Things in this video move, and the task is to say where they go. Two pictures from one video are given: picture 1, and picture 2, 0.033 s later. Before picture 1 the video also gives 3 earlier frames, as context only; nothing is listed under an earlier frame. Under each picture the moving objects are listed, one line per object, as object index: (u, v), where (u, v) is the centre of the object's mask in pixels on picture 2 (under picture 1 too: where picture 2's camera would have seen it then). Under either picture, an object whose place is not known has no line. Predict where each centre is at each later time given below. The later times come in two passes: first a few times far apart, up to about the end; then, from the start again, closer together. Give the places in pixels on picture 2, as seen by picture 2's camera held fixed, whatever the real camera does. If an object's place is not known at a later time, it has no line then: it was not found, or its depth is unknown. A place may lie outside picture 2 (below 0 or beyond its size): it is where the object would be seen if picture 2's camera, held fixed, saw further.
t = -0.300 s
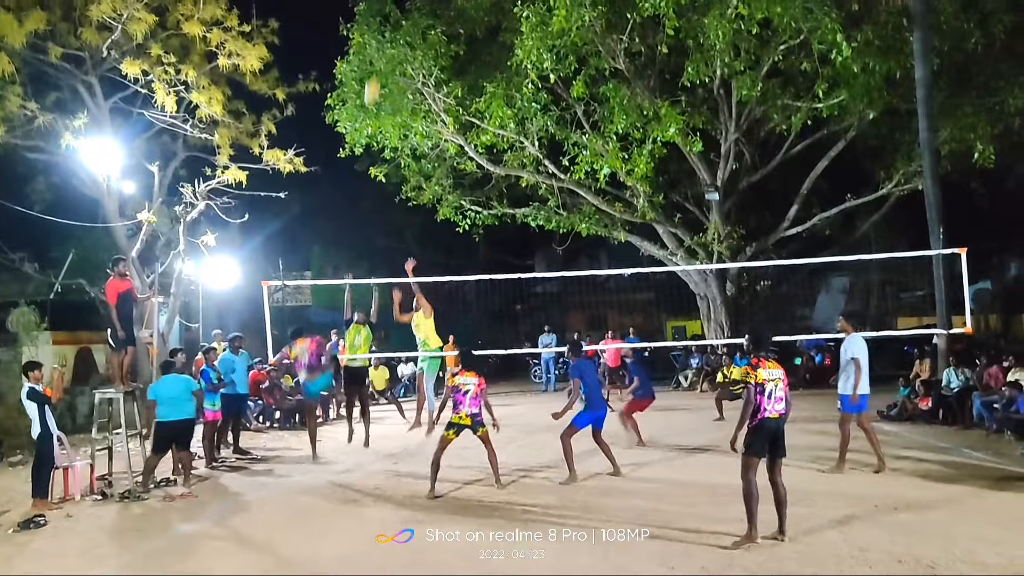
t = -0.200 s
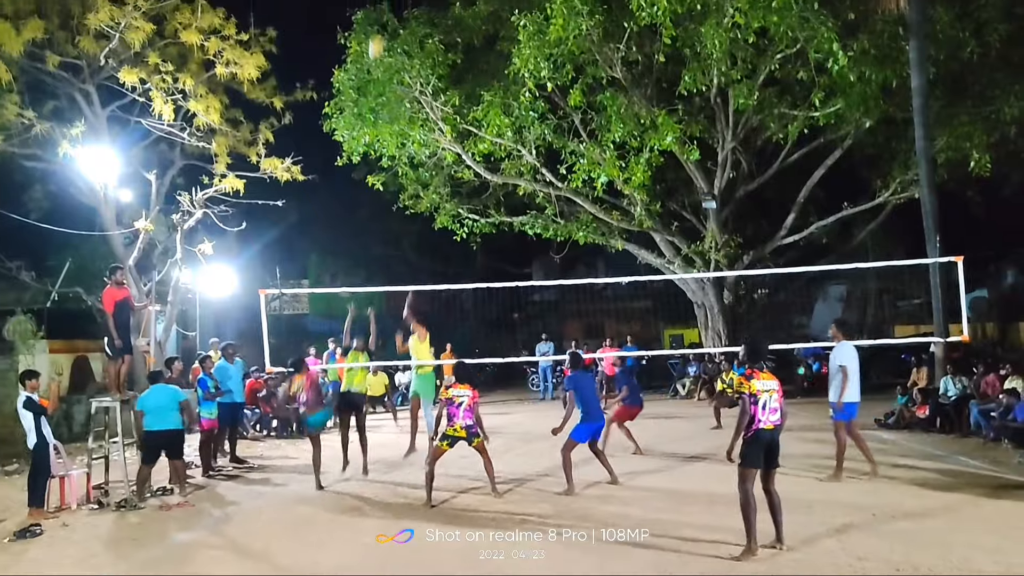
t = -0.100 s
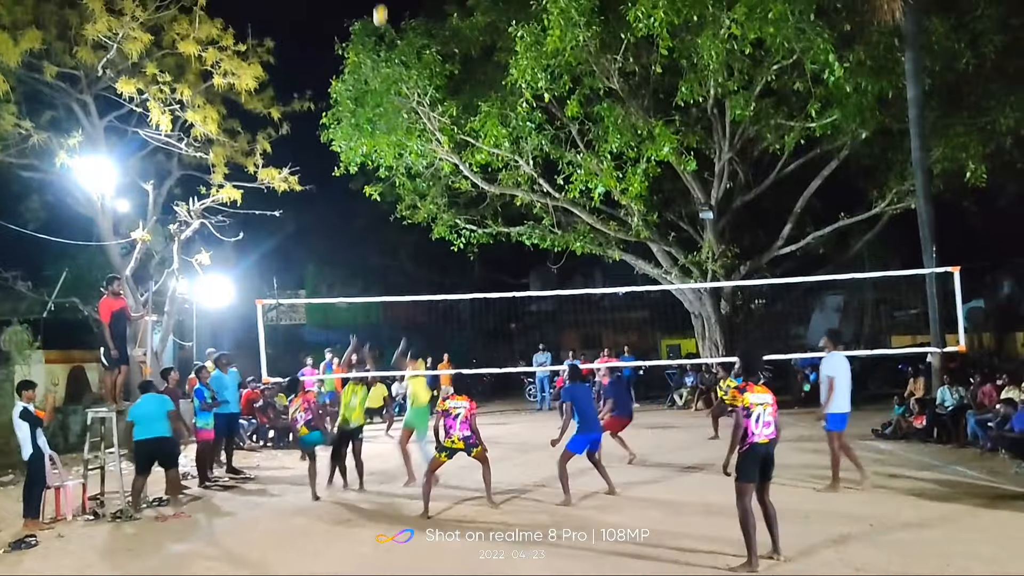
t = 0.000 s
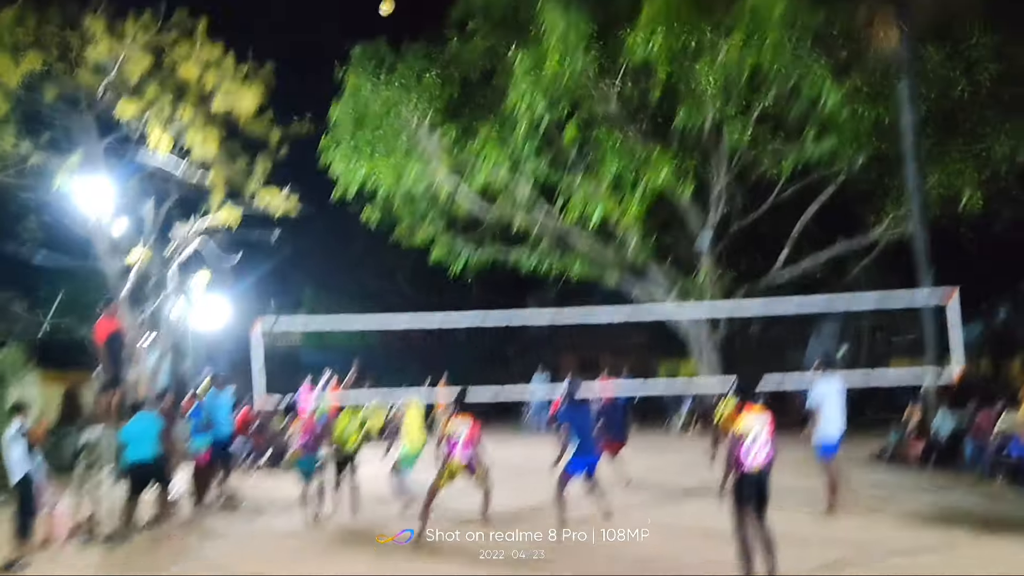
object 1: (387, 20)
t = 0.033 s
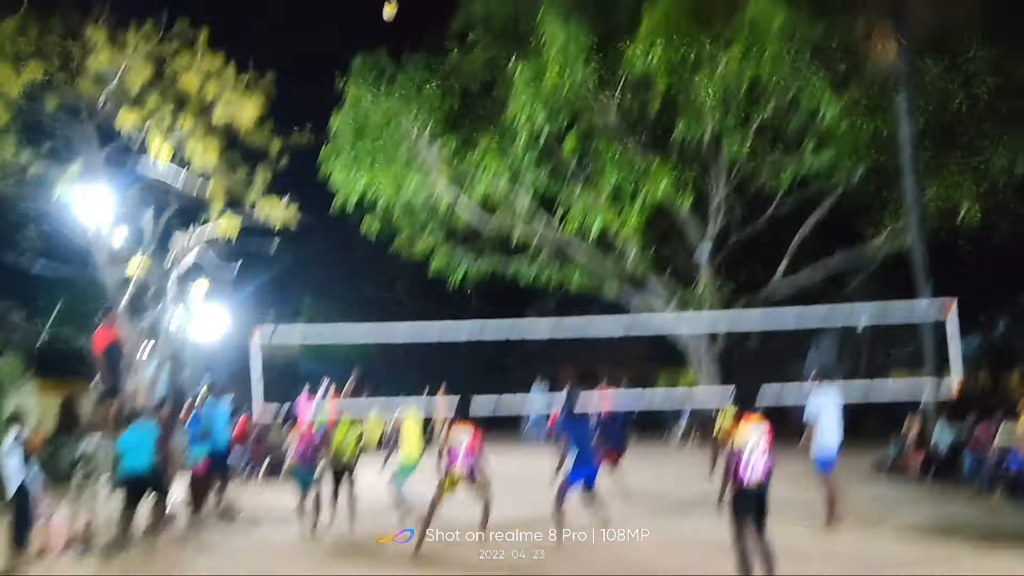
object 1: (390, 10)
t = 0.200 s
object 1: (403, -23)
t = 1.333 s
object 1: (457, 157)
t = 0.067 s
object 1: (393, 1)
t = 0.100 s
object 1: (396, -6)
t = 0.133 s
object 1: (398, -13)
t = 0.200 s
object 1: (403, -23)
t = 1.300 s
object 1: (456, 143)
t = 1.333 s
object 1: (457, 157)
